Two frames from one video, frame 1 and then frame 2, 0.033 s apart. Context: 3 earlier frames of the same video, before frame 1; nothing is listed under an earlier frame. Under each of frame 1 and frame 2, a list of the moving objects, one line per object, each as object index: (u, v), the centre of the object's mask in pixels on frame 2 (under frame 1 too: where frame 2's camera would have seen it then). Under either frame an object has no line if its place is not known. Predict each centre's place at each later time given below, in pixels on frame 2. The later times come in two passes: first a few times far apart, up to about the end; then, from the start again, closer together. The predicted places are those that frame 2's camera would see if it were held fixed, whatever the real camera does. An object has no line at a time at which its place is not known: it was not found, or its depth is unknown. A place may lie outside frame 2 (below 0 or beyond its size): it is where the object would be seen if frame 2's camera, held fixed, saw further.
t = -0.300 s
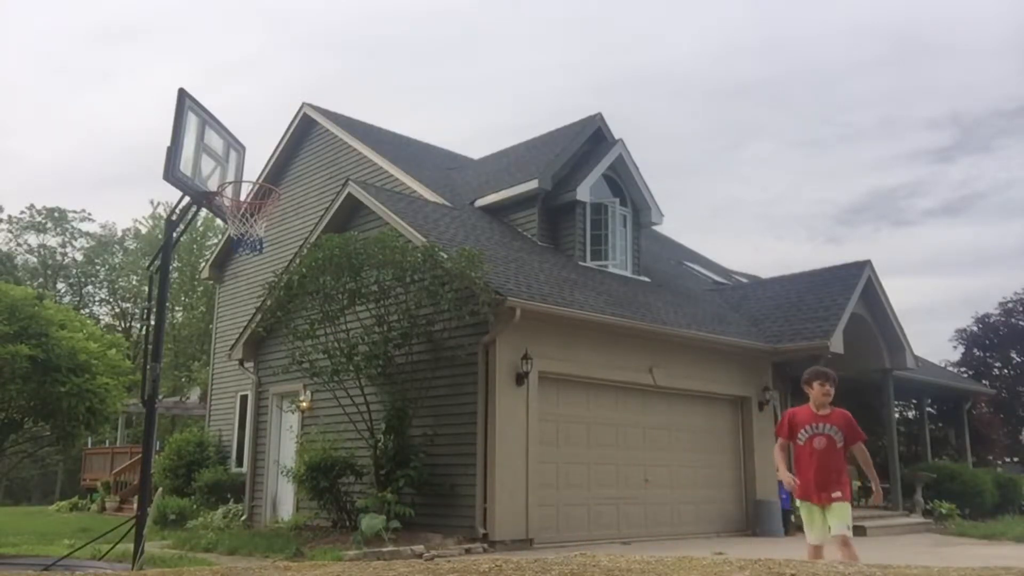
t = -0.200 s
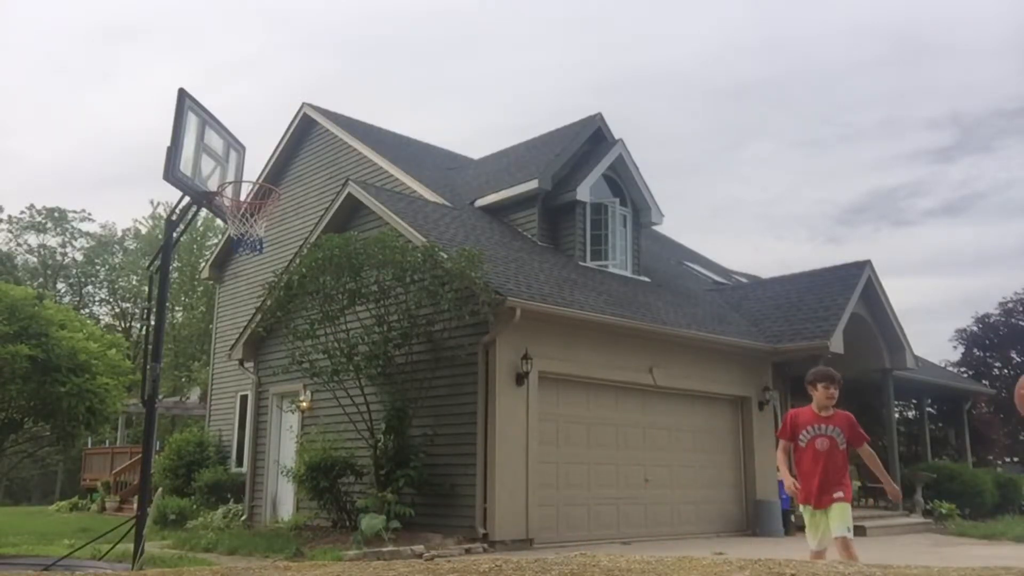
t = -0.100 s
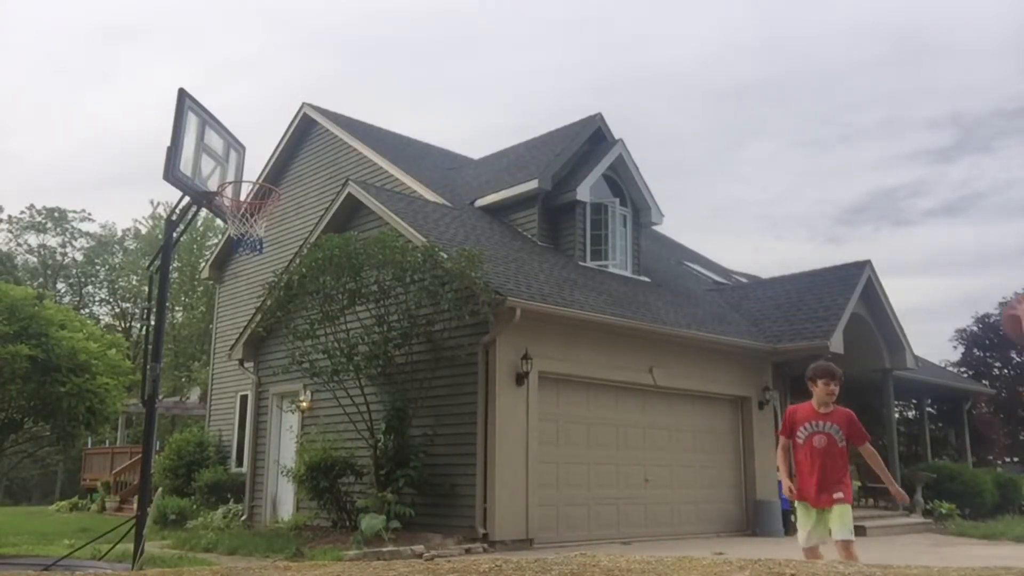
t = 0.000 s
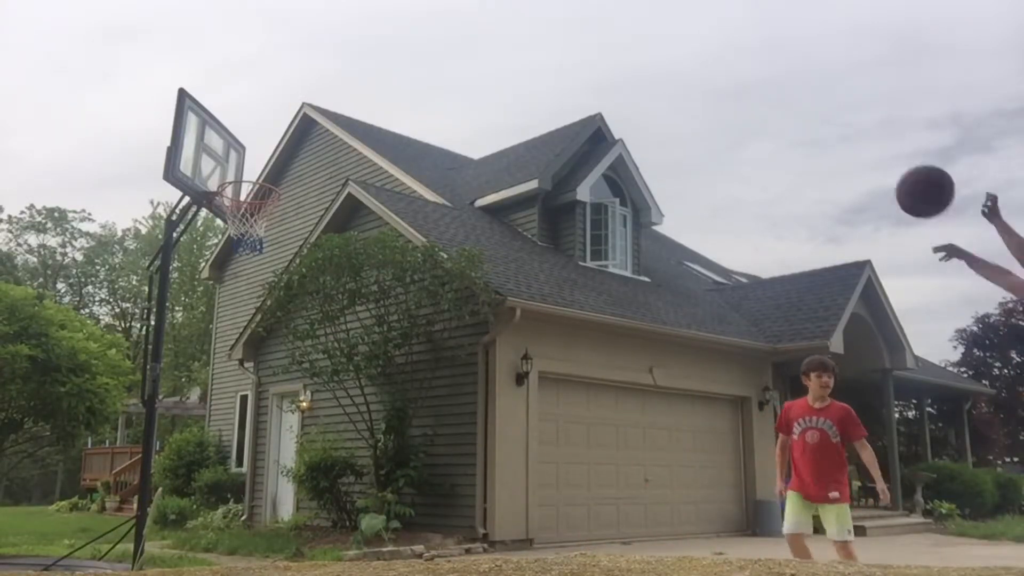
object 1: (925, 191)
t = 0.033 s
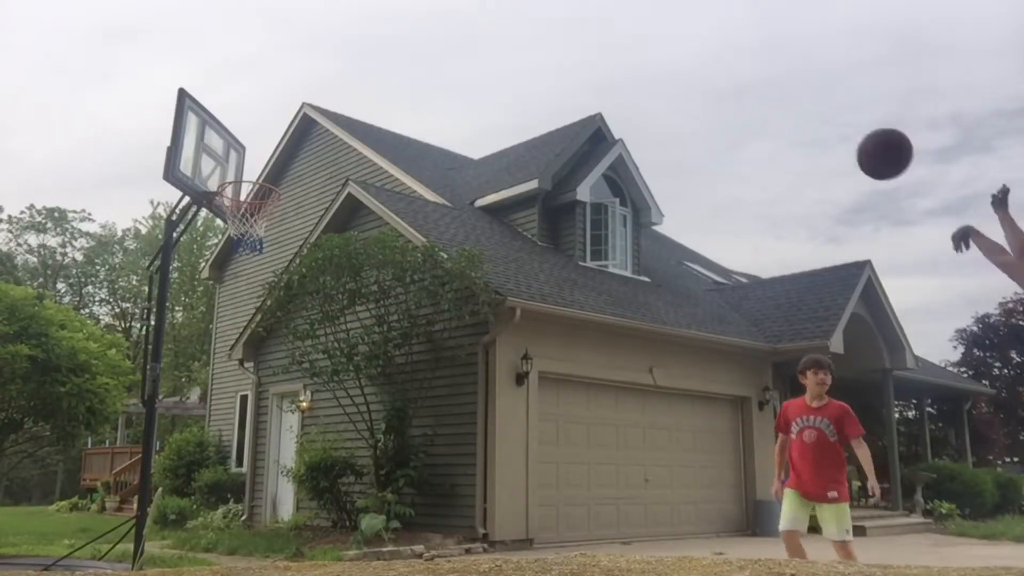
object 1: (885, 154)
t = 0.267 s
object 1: (663, 7)
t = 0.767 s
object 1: (375, 8)
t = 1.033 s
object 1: (263, 118)
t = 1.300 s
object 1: (253, 156)
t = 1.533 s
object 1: (282, 175)
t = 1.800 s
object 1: (309, 253)
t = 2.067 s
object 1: (327, 385)
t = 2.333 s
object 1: (336, 534)
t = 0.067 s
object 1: (847, 121)
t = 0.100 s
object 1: (811, 92)
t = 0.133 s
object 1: (778, 66)
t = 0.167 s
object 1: (747, 44)
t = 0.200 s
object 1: (718, 25)
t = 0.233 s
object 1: (690, 14)
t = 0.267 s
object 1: (663, 7)
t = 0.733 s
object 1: (391, 3)
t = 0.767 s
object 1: (375, 8)
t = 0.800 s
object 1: (360, 13)
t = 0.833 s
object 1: (346, 23)
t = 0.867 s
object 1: (331, 36)
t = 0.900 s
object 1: (317, 50)
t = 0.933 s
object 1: (304, 66)
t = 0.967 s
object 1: (290, 82)
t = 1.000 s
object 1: (276, 99)
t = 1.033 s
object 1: (263, 118)
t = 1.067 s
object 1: (250, 137)
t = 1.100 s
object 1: (238, 157)
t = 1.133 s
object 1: (224, 177)
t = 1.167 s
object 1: (230, 171)
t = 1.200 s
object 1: (236, 166)
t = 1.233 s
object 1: (242, 161)
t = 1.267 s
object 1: (248, 158)
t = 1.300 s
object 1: (253, 156)
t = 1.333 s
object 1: (258, 155)
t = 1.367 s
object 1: (262, 155)
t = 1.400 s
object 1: (267, 157)
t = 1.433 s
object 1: (272, 160)
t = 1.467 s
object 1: (275, 163)
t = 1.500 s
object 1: (279, 168)
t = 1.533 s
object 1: (282, 175)
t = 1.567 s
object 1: (287, 180)
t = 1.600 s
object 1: (290, 189)
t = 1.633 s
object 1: (294, 197)
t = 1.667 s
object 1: (297, 207)
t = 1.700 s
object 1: (301, 218)
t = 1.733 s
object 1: (304, 229)
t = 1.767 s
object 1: (306, 241)
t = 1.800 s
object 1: (309, 253)
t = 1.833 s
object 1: (312, 267)
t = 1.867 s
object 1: (314, 281)
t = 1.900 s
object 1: (317, 297)
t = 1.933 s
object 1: (319, 313)
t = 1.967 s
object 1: (321, 329)
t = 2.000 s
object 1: (323, 347)
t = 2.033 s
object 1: (325, 366)
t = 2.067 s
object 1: (327, 385)
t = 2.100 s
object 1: (328, 405)
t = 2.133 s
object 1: (330, 427)
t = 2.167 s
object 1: (331, 449)
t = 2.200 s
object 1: (333, 471)
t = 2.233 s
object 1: (334, 494)
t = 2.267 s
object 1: (335, 518)
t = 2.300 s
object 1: (336, 542)
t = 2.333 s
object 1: (336, 534)
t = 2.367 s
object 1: (334, 518)
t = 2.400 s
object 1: (332, 504)
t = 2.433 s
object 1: (330, 491)
